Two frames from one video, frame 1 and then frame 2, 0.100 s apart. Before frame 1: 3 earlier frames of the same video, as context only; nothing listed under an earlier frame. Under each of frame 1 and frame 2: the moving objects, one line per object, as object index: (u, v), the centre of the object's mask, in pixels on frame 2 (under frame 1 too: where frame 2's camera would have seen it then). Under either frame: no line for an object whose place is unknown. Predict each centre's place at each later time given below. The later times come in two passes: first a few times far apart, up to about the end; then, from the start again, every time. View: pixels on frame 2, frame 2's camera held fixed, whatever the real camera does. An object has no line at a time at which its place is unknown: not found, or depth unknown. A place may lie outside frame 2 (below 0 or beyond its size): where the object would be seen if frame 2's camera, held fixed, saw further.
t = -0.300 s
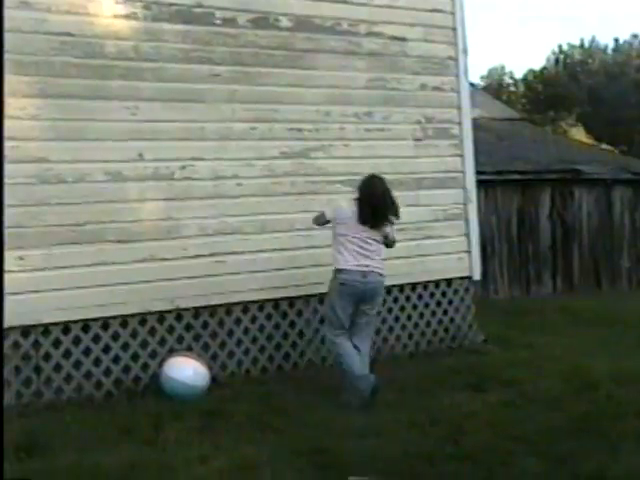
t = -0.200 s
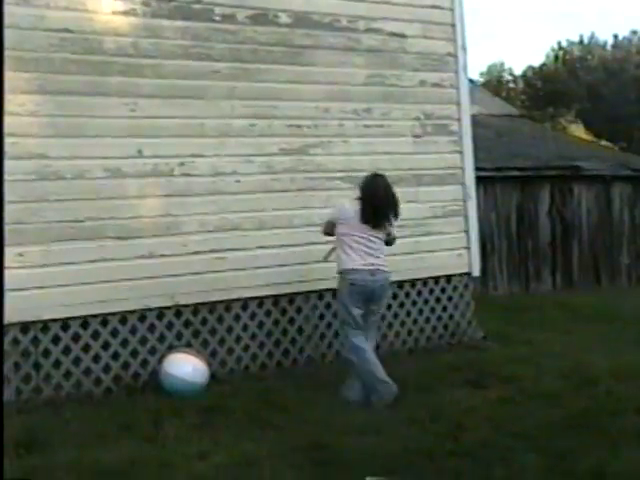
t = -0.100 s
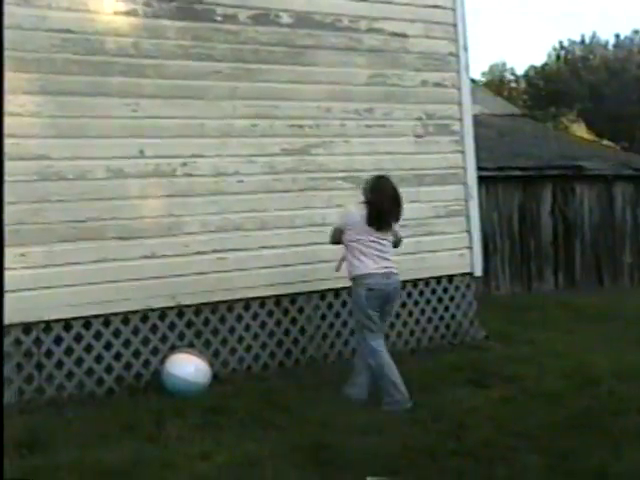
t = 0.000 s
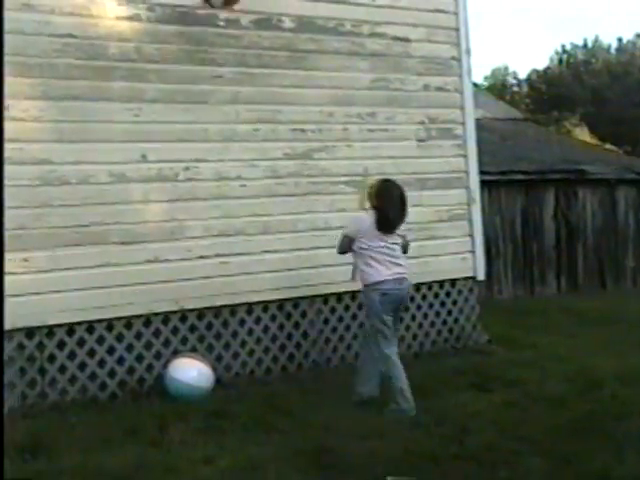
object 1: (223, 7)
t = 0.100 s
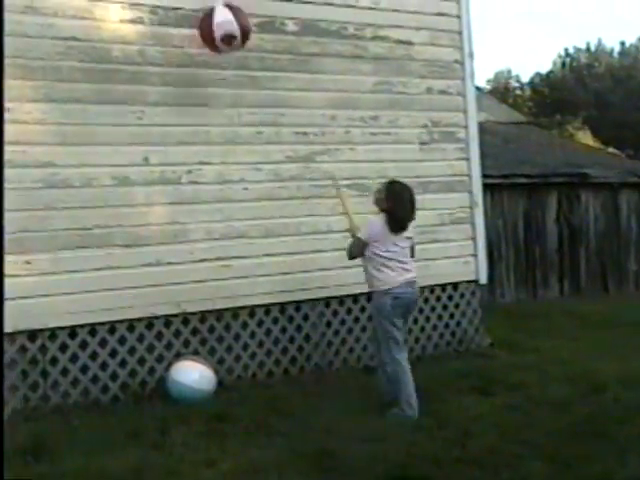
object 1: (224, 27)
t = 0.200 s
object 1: (227, 77)
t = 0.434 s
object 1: (240, 216)
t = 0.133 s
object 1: (225, 43)
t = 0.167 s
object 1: (226, 60)
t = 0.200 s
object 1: (227, 77)
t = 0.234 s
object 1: (228, 95)
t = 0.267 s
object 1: (228, 114)
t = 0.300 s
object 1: (230, 133)
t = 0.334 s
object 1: (232, 153)
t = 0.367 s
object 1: (234, 173)
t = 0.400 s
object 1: (237, 194)
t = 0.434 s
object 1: (240, 216)
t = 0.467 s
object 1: (243, 238)
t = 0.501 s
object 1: (245, 260)
